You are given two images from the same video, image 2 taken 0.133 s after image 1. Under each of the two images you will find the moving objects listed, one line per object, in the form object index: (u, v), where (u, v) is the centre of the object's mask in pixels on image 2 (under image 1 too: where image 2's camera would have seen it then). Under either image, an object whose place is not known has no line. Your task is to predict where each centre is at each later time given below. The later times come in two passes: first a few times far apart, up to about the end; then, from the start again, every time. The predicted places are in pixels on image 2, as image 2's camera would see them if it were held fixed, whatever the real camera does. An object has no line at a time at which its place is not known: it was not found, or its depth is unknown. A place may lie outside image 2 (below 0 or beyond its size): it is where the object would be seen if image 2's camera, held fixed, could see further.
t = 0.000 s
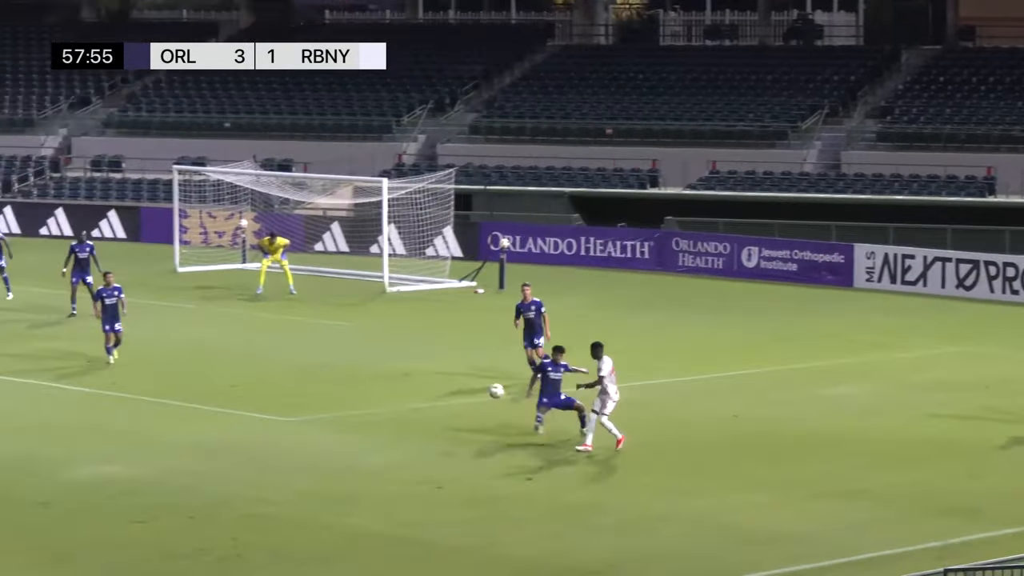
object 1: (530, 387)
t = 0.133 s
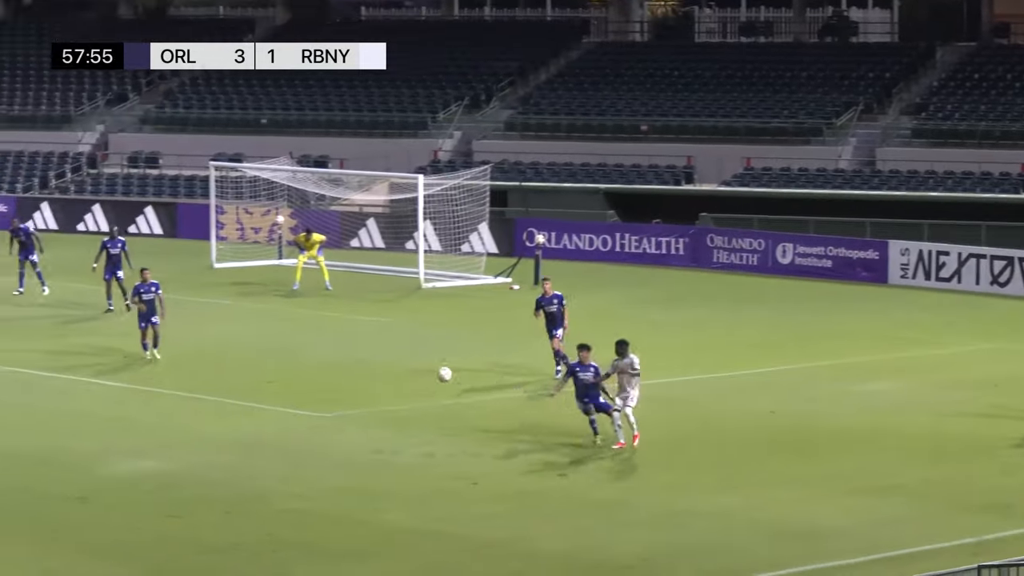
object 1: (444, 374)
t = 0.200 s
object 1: (402, 372)
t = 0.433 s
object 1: (254, 387)
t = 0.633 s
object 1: (130, 430)
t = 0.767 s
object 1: (72, 408)
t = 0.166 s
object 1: (424, 373)
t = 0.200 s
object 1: (402, 372)
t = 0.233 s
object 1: (380, 372)
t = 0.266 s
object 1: (359, 373)
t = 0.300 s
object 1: (337, 374)
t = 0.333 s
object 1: (316, 377)
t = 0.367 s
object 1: (295, 380)
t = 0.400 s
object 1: (275, 383)
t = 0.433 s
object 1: (254, 387)
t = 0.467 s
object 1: (233, 393)
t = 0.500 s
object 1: (213, 399)
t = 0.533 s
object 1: (192, 405)
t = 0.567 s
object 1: (171, 412)
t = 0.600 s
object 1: (150, 420)
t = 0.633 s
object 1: (130, 430)
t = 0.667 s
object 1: (115, 424)
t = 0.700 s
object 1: (100, 418)
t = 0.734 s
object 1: (87, 412)
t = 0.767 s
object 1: (72, 408)
